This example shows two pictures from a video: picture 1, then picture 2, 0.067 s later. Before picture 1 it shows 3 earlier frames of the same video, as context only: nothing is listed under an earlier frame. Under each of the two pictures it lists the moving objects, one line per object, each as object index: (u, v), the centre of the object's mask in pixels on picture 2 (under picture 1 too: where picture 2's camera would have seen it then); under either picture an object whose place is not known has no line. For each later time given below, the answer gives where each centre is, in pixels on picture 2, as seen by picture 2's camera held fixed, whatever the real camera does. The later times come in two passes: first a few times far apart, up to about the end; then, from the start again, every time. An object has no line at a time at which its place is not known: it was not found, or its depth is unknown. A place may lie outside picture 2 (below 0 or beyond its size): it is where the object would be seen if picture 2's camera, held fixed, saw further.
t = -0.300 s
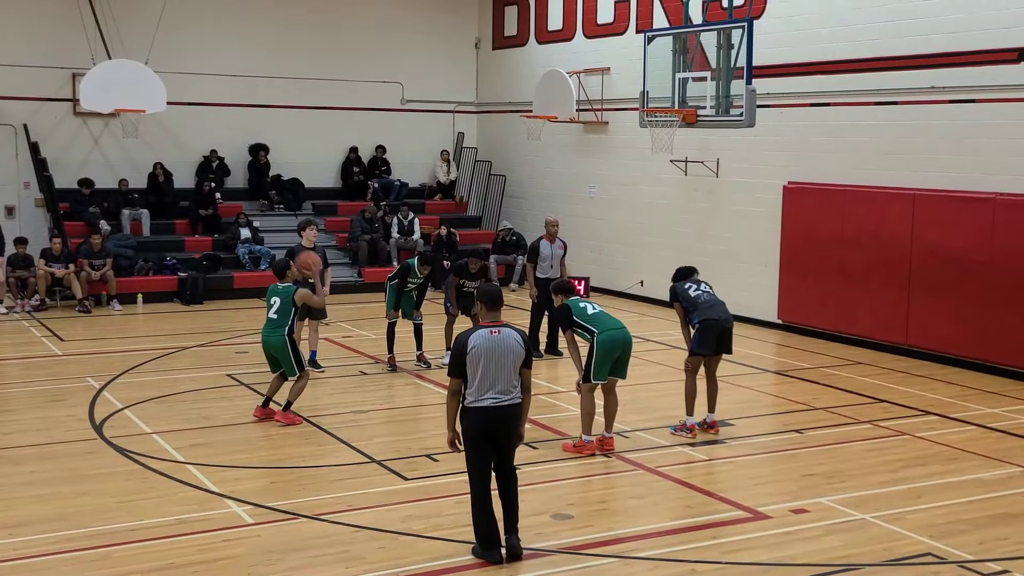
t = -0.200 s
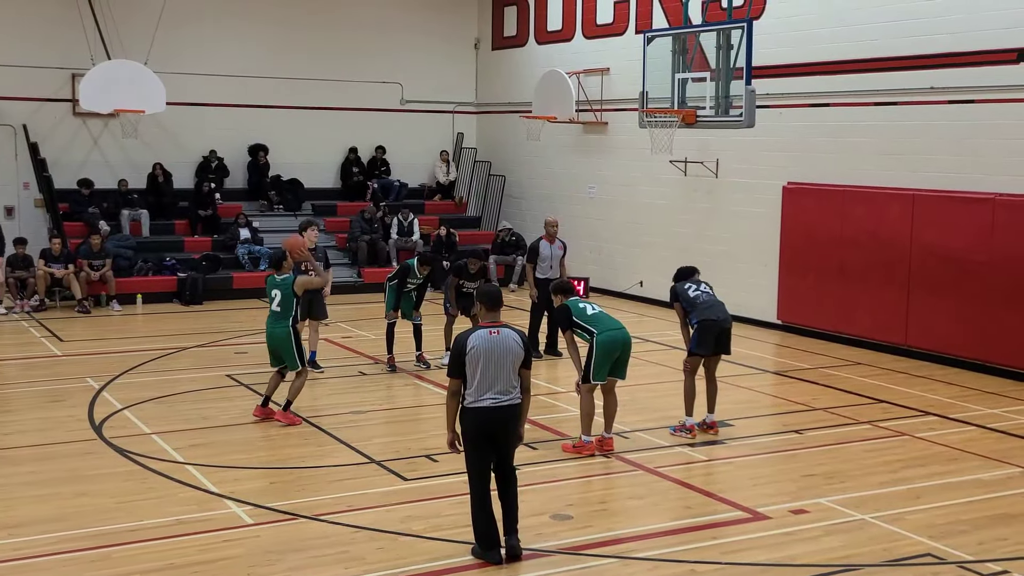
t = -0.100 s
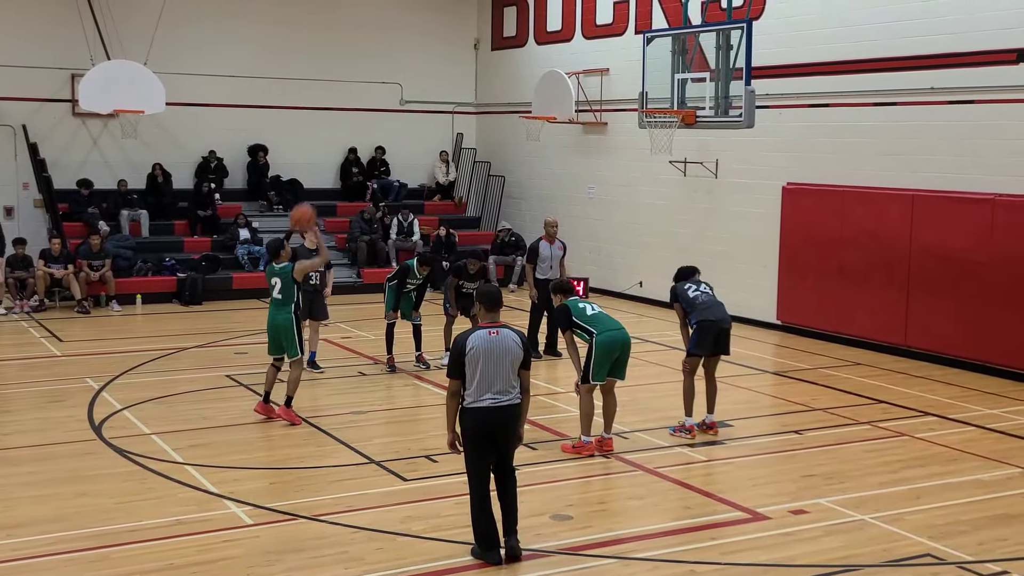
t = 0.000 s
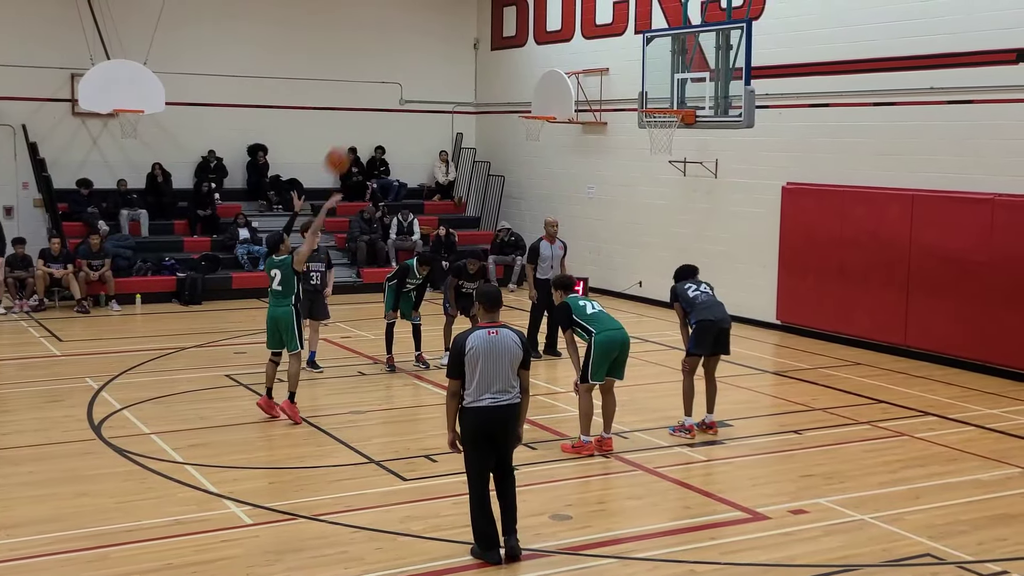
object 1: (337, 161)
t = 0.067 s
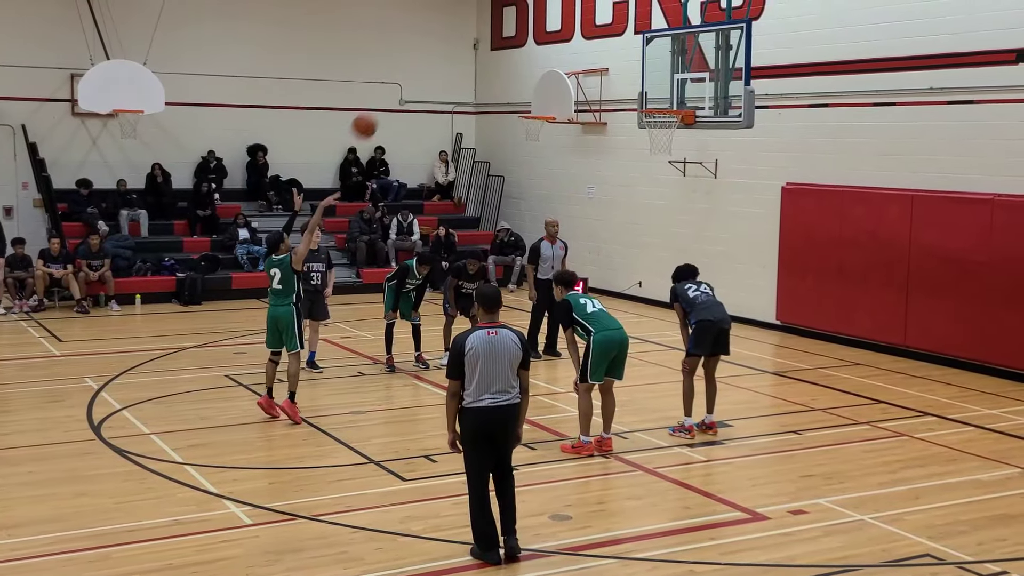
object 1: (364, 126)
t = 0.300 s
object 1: (455, 46)
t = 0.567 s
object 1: (549, 22)
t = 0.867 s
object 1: (642, 78)
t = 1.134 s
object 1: (643, 167)
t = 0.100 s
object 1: (378, 111)
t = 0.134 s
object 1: (391, 96)
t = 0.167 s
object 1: (405, 83)
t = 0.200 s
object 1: (417, 72)
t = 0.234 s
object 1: (430, 62)
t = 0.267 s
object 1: (443, 53)
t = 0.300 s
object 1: (455, 46)
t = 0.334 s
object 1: (468, 39)
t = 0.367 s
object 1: (479, 34)
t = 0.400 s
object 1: (491, 28)
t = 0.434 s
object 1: (503, 25)
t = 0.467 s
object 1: (516, 23)
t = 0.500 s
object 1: (527, 21)
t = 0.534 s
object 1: (538, 22)
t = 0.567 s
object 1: (549, 22)
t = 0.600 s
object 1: (561, 24)
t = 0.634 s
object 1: (571, 28)
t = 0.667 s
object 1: (581, 32)
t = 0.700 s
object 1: (592, 37)
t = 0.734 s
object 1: (602, 43)
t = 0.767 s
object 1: (613, 51)
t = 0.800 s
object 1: (622, 59)
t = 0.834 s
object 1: (632, 67)
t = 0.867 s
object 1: (642, 78)
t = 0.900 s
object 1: (652, 88)
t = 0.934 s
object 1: (661, 100)
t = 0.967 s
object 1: (670, 112)
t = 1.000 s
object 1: (667, 122)
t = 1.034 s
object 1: (659, 134)
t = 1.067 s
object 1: (654, 145)
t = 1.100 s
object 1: (648, 155)
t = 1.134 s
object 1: (643, 167)
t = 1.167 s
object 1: (638, 180)
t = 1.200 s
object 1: (633, 193)
